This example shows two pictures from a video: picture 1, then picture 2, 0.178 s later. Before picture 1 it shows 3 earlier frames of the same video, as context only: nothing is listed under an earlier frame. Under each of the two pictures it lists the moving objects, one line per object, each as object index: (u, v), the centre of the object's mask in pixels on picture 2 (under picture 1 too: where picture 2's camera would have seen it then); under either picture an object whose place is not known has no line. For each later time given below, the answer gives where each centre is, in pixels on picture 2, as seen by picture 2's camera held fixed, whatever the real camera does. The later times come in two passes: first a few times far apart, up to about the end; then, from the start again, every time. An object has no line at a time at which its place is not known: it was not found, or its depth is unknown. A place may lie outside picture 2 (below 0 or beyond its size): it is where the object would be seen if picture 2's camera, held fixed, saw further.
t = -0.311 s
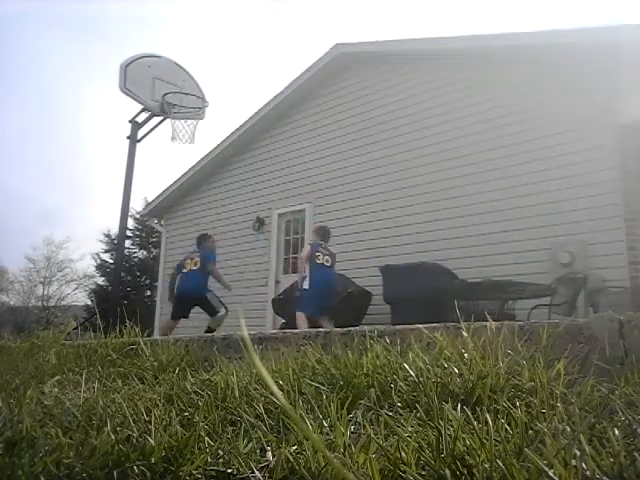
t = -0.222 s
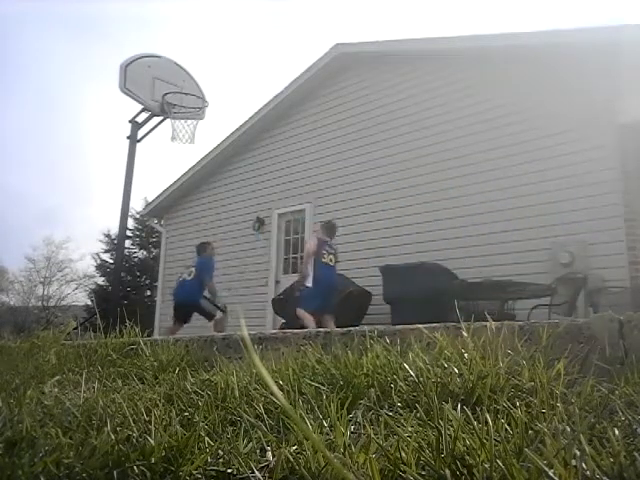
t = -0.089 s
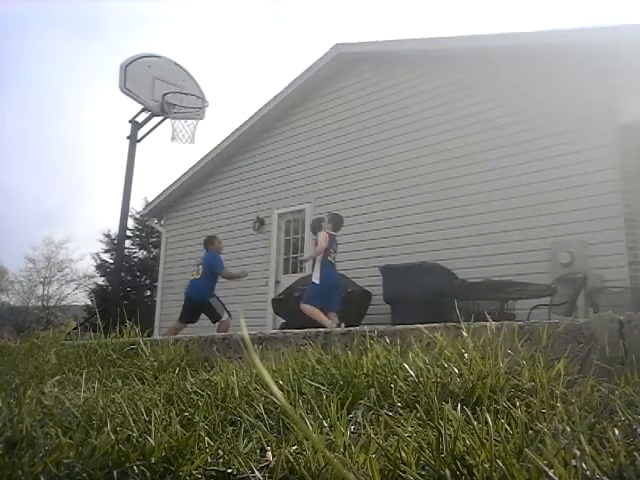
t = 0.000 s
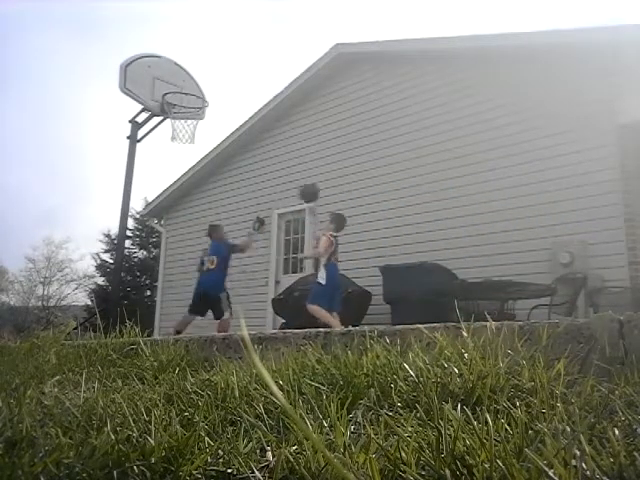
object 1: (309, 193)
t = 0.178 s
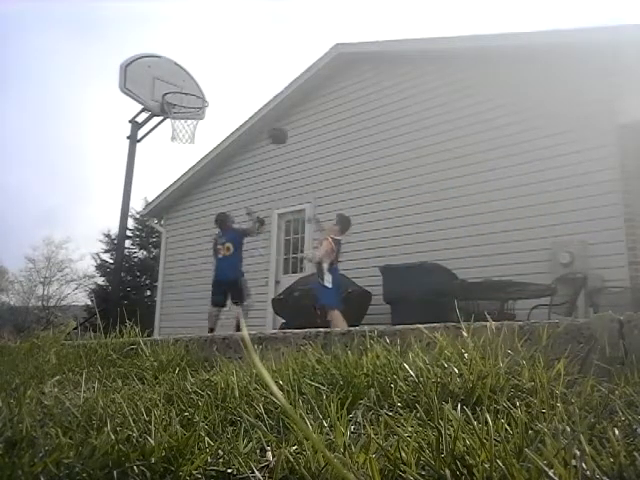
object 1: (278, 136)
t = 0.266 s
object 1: (262, 115)
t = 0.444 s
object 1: (228, 92)
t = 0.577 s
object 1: (201, 90)
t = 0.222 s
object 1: (272, 125)
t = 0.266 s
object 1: (262, 115)
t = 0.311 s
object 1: (253, 106)
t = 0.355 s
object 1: (245, 100)
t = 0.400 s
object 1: (237, 95)
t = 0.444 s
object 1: (228, 92)
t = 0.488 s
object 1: (220, 90)
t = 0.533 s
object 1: (210, 89)
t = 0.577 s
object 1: (201, 90)
